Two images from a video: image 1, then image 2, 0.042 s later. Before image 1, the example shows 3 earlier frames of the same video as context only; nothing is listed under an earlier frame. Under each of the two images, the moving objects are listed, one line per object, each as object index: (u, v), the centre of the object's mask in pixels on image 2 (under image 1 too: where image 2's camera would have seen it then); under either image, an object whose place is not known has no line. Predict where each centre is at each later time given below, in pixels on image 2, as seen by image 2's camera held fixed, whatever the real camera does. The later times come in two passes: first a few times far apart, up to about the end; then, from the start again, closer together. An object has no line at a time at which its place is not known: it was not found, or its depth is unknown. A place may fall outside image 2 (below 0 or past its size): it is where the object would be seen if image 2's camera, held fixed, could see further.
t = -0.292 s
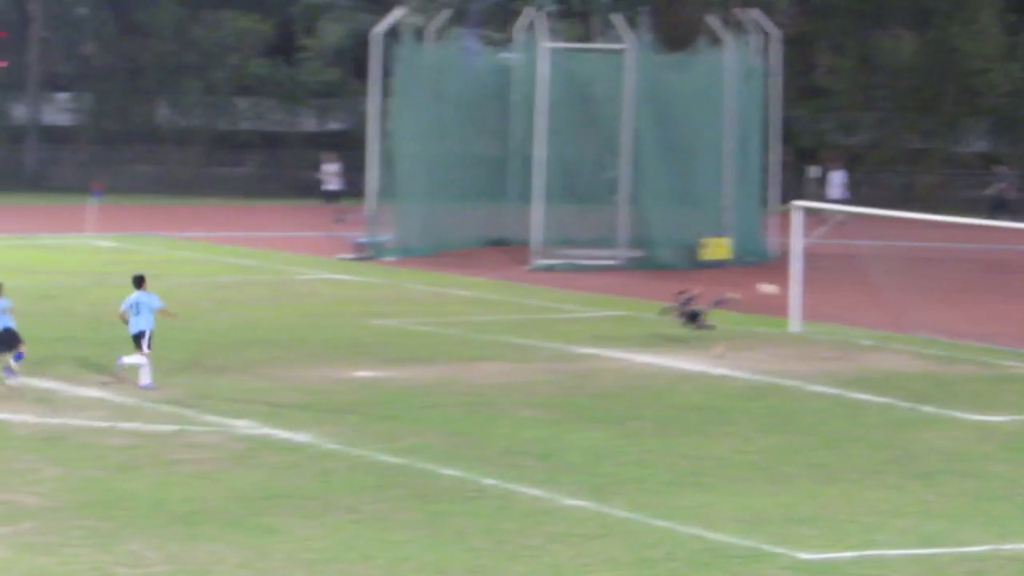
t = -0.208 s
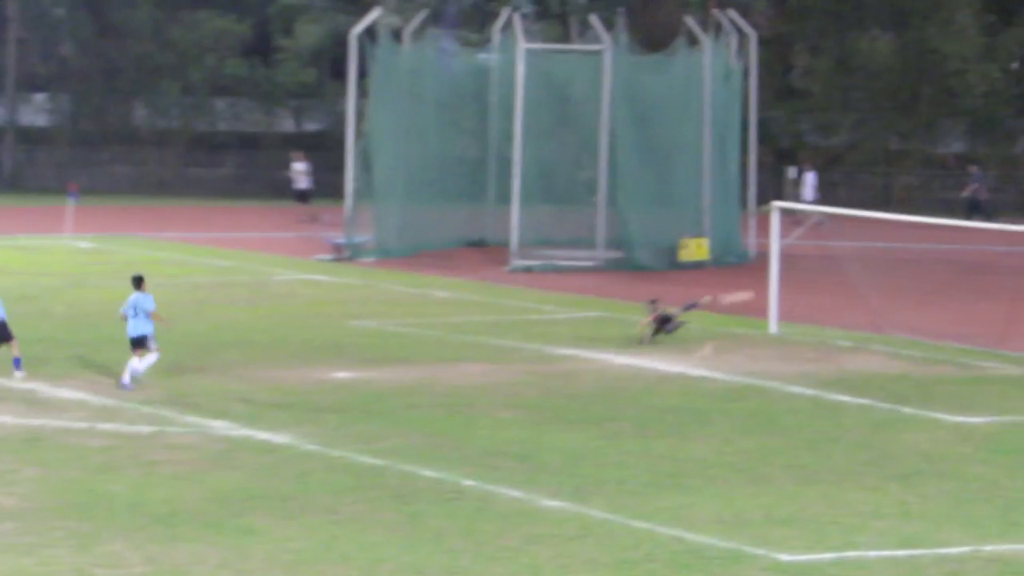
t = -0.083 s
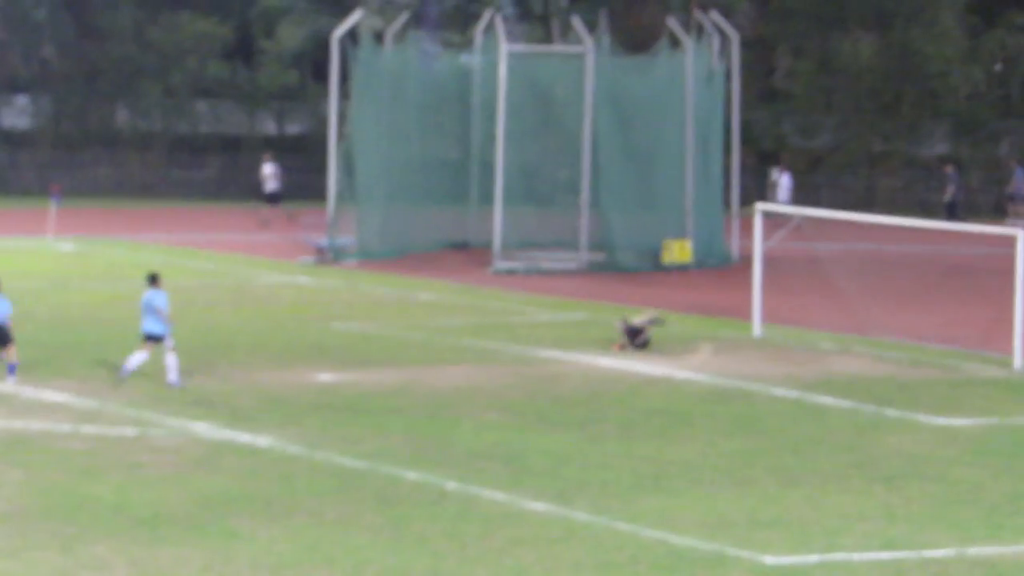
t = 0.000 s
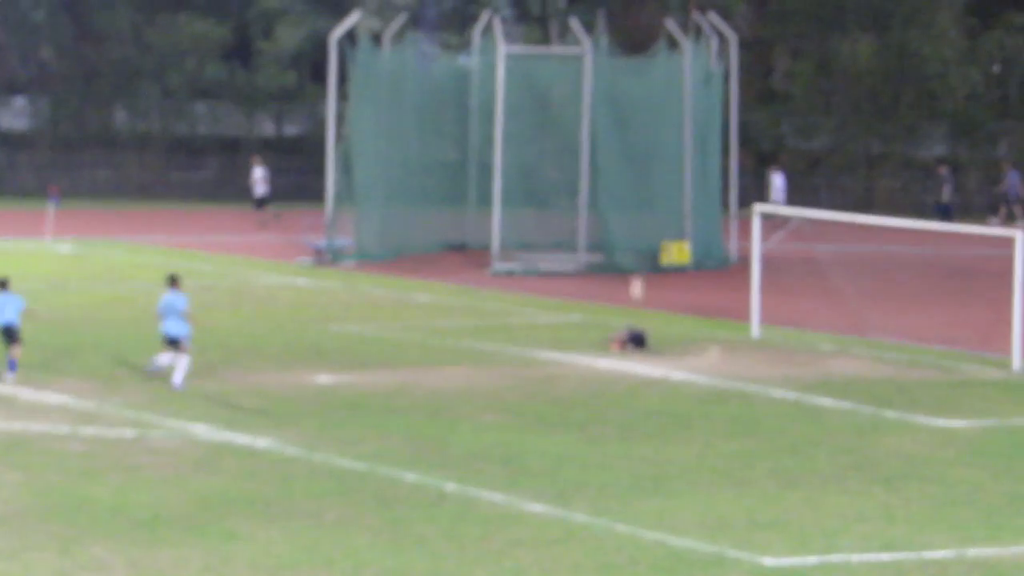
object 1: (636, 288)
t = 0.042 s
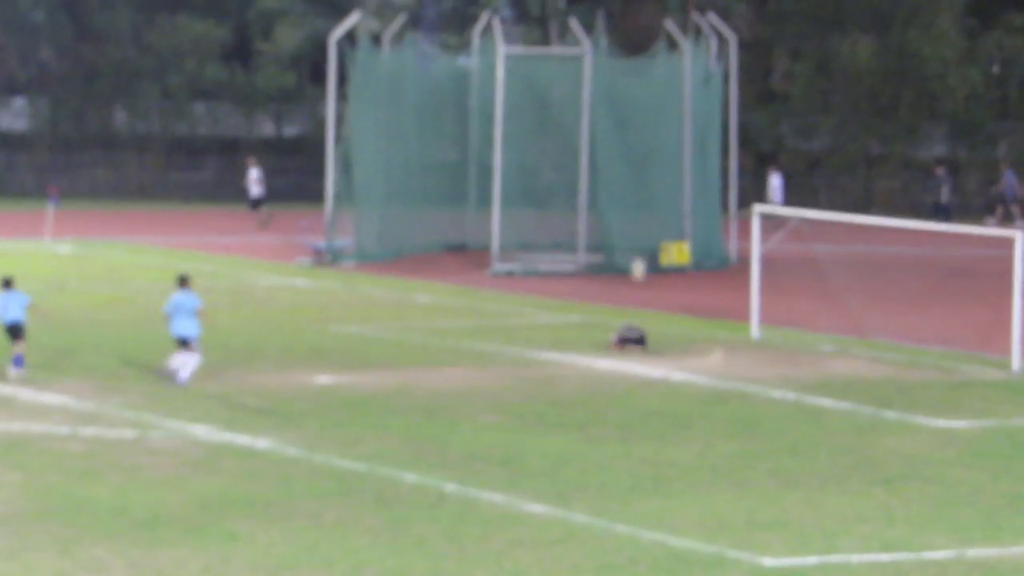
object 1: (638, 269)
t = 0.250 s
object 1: (647, 187)
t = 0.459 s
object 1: (654, 131)
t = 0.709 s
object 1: (661, 96)
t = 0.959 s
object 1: (667, 93)
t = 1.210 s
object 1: (671, 121)
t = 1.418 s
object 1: (675, 164)
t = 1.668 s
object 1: (678, 236)
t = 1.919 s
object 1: (680, 299)
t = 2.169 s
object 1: (672, 246)
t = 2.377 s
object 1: (666, 226)
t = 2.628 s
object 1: (659, 231)
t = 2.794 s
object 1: (654, 251)
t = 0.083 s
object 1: (640, 250)
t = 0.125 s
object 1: (642, 233)
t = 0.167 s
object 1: (643, 216)
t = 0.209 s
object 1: (645, 201)
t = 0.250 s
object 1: (647, 187)
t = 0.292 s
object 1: (648, 174)
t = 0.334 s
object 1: (650, 161)
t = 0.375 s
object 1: (652, 150)
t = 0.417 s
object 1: (653, 140)
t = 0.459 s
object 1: (654, 131)
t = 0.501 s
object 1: (655, 122)
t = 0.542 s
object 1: (657, 115)
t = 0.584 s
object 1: (658, 109)
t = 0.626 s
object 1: (659, 103)
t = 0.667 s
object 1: (660, 99)
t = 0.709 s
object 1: (661, 96)
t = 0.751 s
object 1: (662, 93)
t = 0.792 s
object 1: (663, 91)
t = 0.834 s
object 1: (664, 90)
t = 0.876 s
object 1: (665, 90)
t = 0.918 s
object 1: (666, 91)
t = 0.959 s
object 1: (667, 93)
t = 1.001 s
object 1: (668, 95)
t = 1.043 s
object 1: (669, 99)
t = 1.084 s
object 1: (669, 103)
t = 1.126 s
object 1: (670, 108)
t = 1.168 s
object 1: (671, 114)
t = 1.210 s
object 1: (671, 121)
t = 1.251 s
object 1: (672, 127)
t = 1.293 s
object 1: (673, 136)
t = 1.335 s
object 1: (673, 144)
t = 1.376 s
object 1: (674, 154)
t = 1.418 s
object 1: (675, 164)
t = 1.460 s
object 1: (675, 175)
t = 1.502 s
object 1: (676, 187)
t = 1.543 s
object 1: (676, 199)
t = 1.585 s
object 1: (677, 211)
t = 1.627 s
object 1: (678, 224)
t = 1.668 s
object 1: (678, 236)
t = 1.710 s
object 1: (679, 252)
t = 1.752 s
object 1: (680, 271)
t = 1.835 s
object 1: (681, 301)
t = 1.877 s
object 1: (681, 310)
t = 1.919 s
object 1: (680, 299)
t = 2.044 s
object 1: (676, 271)
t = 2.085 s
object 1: (675, 261)
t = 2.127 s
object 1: (674, 253)
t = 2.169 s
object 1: (672, 246)
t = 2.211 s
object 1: (671, 240)
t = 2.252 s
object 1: (670, 236)
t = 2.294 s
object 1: (669, 232)
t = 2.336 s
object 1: (668, 229)
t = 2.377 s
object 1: (666, 226)
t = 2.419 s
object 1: (665, 225)
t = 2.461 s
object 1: (664, 225)
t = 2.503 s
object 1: (663, 225)
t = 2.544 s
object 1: (661, 226)
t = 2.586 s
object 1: (660, 228)
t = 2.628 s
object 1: (659, 231)
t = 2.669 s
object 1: (658, 234)
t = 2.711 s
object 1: (656, 239)
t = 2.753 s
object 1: (655, 245)
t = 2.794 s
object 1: (654, 251)
